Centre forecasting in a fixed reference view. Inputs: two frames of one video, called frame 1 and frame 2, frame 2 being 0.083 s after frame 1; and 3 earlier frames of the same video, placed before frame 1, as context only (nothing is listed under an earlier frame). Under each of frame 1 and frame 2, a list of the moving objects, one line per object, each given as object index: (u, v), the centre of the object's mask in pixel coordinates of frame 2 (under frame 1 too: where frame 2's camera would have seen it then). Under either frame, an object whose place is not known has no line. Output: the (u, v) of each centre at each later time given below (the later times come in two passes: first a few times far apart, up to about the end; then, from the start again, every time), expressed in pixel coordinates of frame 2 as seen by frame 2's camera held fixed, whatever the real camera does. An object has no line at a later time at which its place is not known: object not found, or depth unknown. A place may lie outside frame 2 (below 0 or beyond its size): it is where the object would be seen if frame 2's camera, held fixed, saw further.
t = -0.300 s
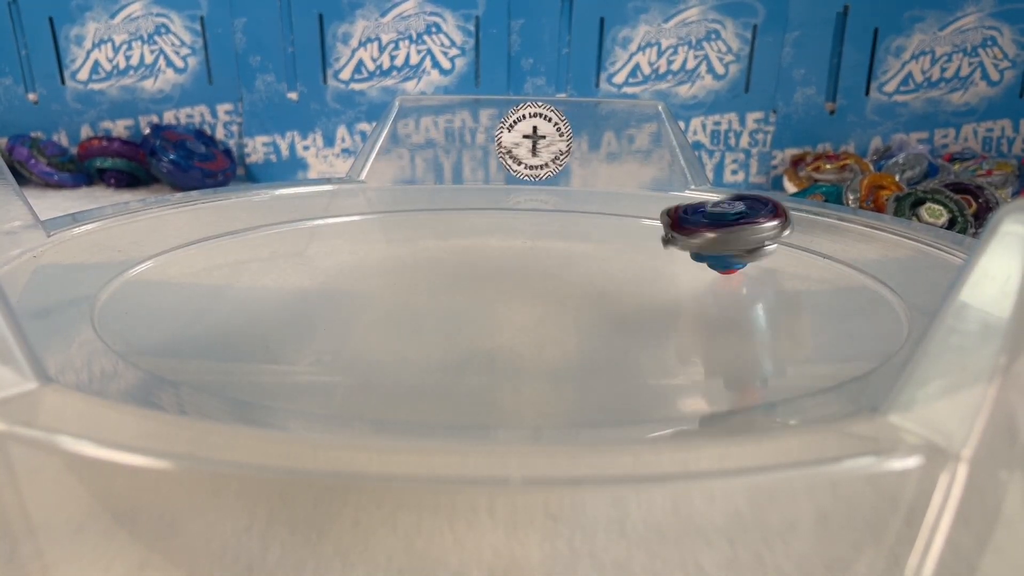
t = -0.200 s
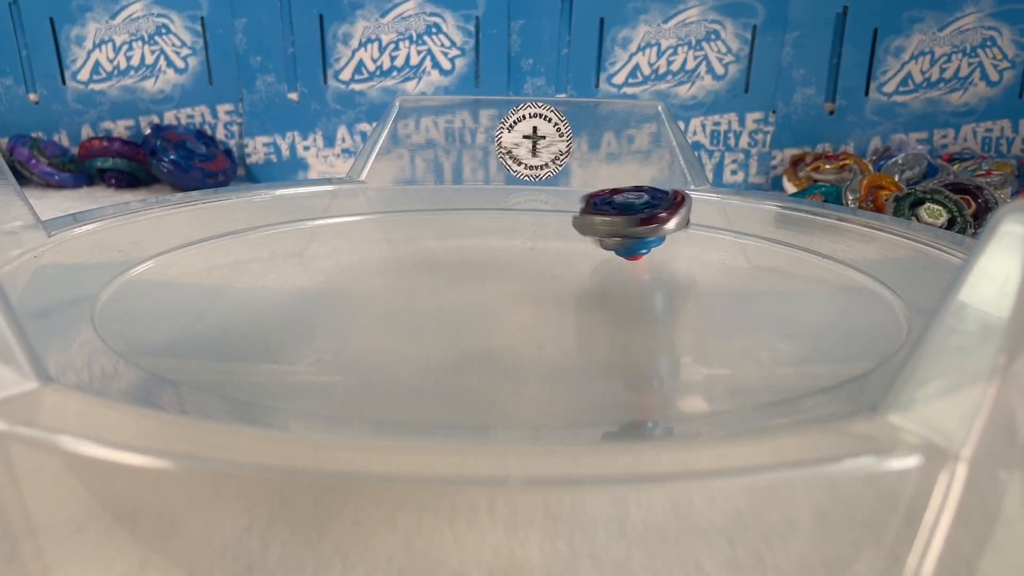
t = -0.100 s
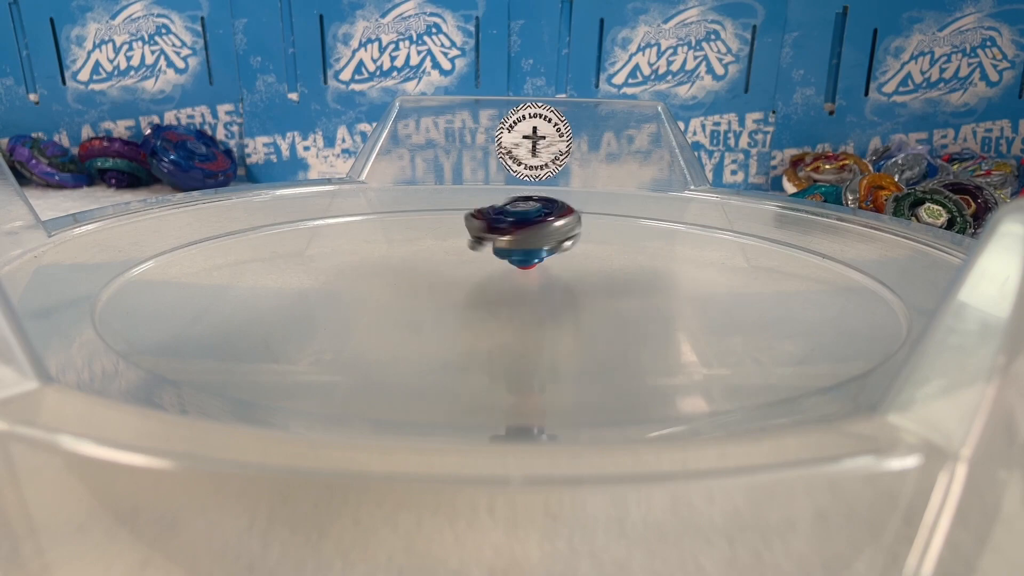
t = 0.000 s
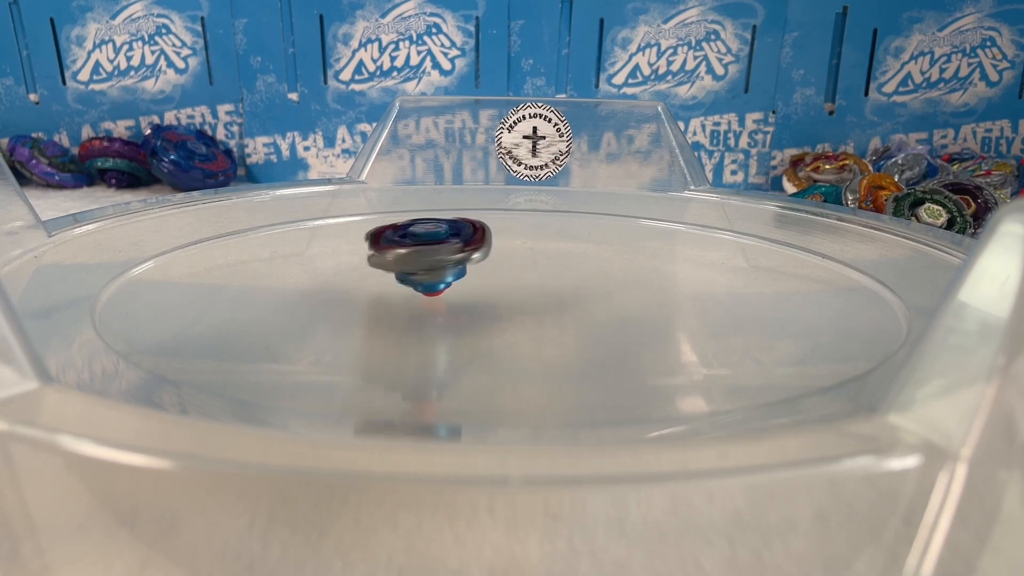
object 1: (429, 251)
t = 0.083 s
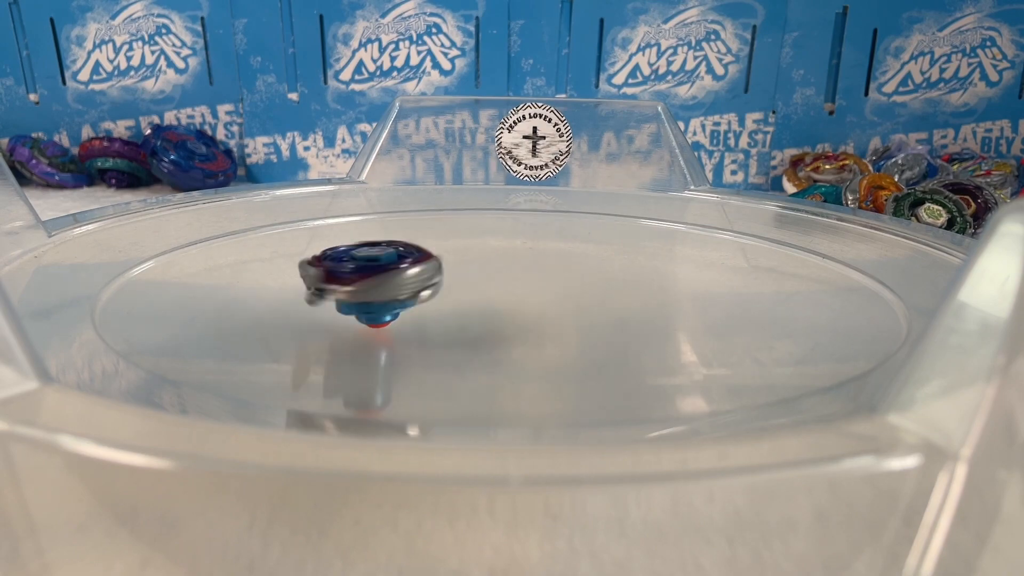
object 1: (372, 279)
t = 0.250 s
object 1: (405, 334)
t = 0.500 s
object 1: (760, 320)
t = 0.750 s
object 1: (632, 265)
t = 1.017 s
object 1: (317, 256)
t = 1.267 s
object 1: (235, 310)
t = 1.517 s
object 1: (599, 326)
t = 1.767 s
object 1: (575, 243)
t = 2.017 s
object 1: (360, 213)
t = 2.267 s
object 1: (320, 290)
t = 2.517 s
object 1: (653, 313)
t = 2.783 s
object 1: (699, 232)
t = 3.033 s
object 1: (473, 243)
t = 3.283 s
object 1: (366, 311)
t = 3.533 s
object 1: (633, 340)
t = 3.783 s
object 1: (682, 285)
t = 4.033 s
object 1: (440, 256)
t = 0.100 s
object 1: (367, 285)
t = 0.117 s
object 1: (361, 289)
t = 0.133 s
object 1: (358, 297)
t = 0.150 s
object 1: (358, 303)
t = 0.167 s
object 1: (359, 308)
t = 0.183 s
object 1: (362, 313)
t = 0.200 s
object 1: (368, 320)
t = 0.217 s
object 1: (379, 324)
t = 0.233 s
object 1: (390, 328)
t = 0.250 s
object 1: (405, 334)
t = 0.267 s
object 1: (424, 338)
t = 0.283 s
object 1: (443, 341)
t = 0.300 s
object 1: (464, 343)
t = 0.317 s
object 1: (490, 347)
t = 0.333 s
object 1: (517, 346)
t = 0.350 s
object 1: (543, 347)
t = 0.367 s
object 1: (575, 348)
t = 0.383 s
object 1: (603, 345)
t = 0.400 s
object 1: (631, 344)
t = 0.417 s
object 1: (661, 342)
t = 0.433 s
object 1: (687, 339)
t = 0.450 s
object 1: (709, 334)
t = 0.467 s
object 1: (730, 331)
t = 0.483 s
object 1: (749, 325)
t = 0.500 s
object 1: (760, 320)
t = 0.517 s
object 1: (772, 317)
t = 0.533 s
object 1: (777, 309)
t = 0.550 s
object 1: (779, 306)
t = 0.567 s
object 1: (779, 301)
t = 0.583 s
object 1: (775, 296)
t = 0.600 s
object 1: (766, 292)
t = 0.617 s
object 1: (758, 288)
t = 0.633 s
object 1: (747, 284)
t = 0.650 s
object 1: (732, 280)
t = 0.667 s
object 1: (720, 278)
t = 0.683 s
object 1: (704, 273)
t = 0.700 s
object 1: (687, 272)
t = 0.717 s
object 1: (670, 270)
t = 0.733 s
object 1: (652, 267)
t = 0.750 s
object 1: (632, 265)
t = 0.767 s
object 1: (612, 263)
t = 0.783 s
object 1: (594, 261)
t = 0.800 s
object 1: (572, 259)
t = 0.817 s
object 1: (554, 259)
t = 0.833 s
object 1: (533, 257)
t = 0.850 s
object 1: (512, 256)
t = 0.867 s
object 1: (492, 256)
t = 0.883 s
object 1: (472, 255)
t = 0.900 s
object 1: (450, 254)
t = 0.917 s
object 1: (430, 254)
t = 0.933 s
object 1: (412, 253)
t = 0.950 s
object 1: (389, 253)
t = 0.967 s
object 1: (372, 255)
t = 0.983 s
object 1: (353, 254)
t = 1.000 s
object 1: (334, 254)
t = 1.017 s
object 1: (317, 256)
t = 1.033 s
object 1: (299, 257)
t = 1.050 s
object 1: (282, 259)
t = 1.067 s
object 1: (267, 261)
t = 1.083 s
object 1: (253, 261)
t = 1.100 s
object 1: (238, 265)
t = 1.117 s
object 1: (228, 268)
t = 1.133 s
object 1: (216, 270)
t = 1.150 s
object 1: (209, 275)
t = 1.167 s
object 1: (204, 278)
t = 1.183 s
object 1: (199, 283)
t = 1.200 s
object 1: (201, 289)
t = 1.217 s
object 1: (204, 294)
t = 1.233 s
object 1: (210, 299)
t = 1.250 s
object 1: (221, 306)
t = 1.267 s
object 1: (235, 310)
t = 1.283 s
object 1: (253, 317)
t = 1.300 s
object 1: (276, 321)
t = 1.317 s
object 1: (298, 326)
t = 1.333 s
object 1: (328, 333)
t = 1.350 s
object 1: (354, 334)
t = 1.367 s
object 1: (385, 340)
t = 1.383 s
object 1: (414, 340)
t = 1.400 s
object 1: (442, 342)
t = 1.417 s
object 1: (472, 343)
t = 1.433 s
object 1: (497, 341)
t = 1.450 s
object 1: (523, 341)
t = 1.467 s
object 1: (545, 338)
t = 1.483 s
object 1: (566, 335)
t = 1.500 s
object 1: (583, 332)
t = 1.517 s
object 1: (599, 326)
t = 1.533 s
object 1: (610, 323)
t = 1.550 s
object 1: (622, 317)
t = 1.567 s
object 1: (628, 311)
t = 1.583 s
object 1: (635, 307)
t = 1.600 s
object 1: (636, 299)
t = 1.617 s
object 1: (638, 296)
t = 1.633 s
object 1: (637, 287)
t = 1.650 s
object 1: (633, 283)
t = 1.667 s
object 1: (629, 276)
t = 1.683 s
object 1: (623, 270)
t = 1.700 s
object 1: (615, 265)
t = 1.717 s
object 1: (607, 258)
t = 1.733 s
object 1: (597, 253)
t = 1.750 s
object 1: (587, 248)
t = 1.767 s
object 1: (575, 243)
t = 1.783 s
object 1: (563, 239)
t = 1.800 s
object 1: (551, 234)
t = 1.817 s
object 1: (537, 230)
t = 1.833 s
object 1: (525, 227)
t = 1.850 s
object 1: (510, 222)
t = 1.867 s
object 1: (497, 221)
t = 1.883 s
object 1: (481, 216)
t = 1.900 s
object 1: (467, 216)
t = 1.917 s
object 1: (452, 213)
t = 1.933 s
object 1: (436, 212)
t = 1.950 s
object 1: (420, 212)
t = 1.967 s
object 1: (405, 210)
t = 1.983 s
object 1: (389, 211)
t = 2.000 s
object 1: (374, 211)
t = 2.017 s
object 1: (360, 213)
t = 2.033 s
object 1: (346, 216)
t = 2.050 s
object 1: (333, 217)
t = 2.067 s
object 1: (321, 222)
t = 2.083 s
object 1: (310, 224)
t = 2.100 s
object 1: (300, 230)
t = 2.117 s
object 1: (294, 234)
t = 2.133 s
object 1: (287, 240)
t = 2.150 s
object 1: (284, 246)
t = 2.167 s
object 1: (281, 251)
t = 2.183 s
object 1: (283, 259)
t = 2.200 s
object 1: (285, 263)
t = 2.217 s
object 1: (291, 273)
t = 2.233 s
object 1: (298, 277)
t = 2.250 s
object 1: (309, 286)
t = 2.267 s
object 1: (320, 290)
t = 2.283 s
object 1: (335, 298)
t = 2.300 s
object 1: (351, 303)
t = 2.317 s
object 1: (370, 308)
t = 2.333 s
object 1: (391, 313)
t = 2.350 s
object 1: (413, 317)
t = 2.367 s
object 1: (437, 321)
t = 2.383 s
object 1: (461, 323)
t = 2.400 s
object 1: (487, 325)
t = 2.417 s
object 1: (512, 325)
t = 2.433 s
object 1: (538, 325)
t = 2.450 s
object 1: (562, 324)
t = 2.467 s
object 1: (587, 322)
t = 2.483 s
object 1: (610, 320)
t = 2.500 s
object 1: (633, 316)
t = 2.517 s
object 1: (653, 313)
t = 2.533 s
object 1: (671, 308)
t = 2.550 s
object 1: (688, 304)
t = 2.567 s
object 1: (702, 297)
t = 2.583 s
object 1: (715, 294)
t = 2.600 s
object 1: (725, 286)
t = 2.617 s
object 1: (733, 283)
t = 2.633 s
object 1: (739, 275)
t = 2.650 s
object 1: (742, 271)
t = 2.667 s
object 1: (744, 264)
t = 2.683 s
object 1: (743, 259)
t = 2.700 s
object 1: (741, 253)
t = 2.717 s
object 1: (735, 249)
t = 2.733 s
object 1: (730, 243)
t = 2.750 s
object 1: (721, 240)
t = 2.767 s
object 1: (712, 235)
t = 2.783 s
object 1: (699, 232)
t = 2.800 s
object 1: (688, 229)
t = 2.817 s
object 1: (673, 227)
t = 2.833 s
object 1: (660, 225)
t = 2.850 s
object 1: (643, 224)
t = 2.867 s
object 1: (629, 224)
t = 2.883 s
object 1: (612, 224)
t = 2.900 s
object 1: (597, 225)
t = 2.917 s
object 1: (579, 225)
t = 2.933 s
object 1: (565, 228)
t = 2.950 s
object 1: (547, 228)
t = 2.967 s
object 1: (533, 232)
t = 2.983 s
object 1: (516, 233)
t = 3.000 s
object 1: (502, 237)
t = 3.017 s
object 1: (486, 239)
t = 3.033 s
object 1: (473, 243)
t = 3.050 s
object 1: (458, 245)
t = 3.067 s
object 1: (446, 251)
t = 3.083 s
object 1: (432, 254)
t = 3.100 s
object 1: (422, 259)
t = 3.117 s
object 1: (409, 262)
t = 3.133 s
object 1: (400, 269)
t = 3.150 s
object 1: (390, 272)
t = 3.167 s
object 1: (383, 278)
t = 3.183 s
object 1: (375, 281)
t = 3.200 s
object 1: (370, 288)
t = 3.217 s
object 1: (365, 292)
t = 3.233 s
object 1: (364, 299)
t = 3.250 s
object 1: (362, 302)
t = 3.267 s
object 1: (364, 309)
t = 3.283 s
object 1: (366, 311)
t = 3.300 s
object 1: (372, 318)
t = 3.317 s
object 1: (378, 320)
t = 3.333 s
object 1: (389, 327)
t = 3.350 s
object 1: (397, 329)
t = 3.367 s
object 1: (413, 334)
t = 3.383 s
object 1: (426, 336)
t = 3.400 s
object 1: (447, 340)
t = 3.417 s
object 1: (463, 341)
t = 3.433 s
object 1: (488, 344)
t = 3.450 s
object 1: (508, 345)
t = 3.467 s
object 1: (535, 345)
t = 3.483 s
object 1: (557, 346)
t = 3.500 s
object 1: (585, 344)
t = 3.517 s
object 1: (608, 344)
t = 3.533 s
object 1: (633, 340)
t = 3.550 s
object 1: (655, 340)
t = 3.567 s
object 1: (674, 335)
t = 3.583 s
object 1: (692, 333)
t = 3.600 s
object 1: (705, 327)
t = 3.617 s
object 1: (718, 325)
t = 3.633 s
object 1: (725, 320)
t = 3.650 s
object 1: (731, 316)
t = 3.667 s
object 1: (731, 312)
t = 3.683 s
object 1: (732, 307)
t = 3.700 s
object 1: (728, 304)
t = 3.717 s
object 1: (722, 299)
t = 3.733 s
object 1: (715, 296)
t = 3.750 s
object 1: (705, 292)
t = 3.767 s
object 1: (695, 289)
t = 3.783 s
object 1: (682, 285)
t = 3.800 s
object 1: (670, 283)
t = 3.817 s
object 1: (656, 280)
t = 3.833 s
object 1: (642, 277)
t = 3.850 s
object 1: (626, 275)
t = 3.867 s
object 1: (611, 272)
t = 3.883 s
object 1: (594, 271)
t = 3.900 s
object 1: (578, 267)
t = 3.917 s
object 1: (561, 267)
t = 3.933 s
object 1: (543, 263)
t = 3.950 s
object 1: (528, 263)
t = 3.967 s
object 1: (509, 260)
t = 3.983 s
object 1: (493, 260)
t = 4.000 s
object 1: (474, 258)
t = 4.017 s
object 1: (459, 258)
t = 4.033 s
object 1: (440, 256)
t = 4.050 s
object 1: (426, 255)
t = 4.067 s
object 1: (407, 255)
